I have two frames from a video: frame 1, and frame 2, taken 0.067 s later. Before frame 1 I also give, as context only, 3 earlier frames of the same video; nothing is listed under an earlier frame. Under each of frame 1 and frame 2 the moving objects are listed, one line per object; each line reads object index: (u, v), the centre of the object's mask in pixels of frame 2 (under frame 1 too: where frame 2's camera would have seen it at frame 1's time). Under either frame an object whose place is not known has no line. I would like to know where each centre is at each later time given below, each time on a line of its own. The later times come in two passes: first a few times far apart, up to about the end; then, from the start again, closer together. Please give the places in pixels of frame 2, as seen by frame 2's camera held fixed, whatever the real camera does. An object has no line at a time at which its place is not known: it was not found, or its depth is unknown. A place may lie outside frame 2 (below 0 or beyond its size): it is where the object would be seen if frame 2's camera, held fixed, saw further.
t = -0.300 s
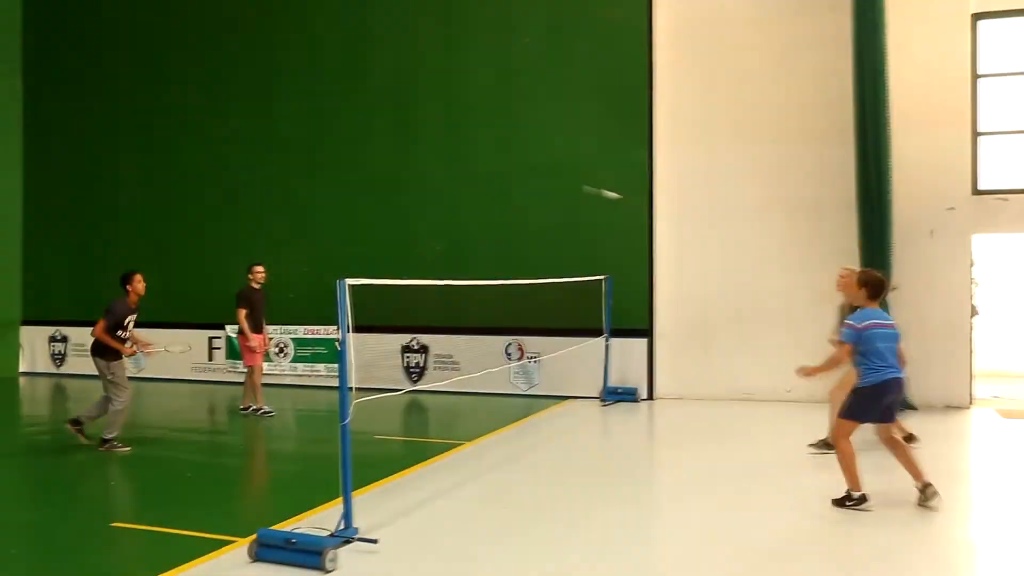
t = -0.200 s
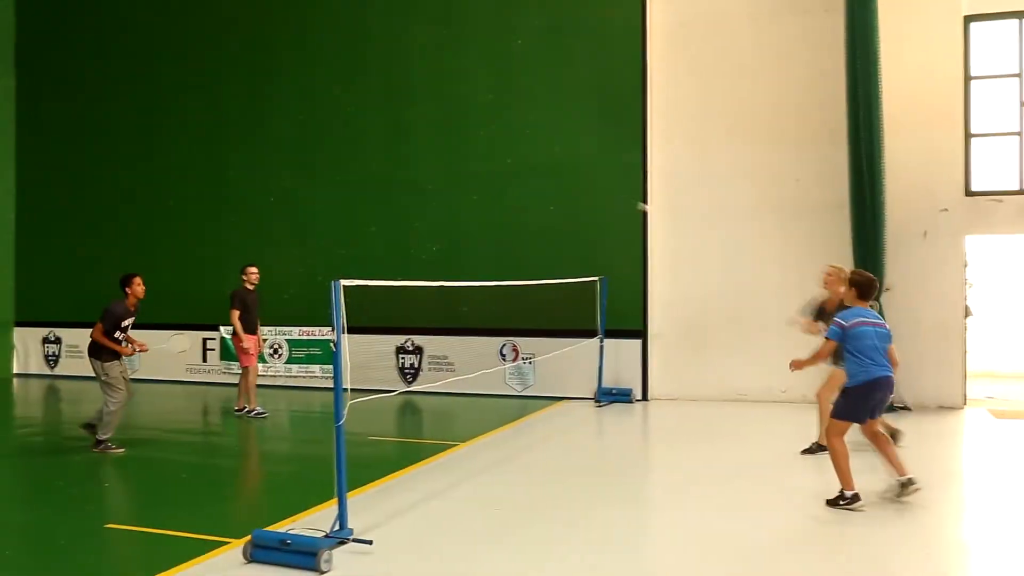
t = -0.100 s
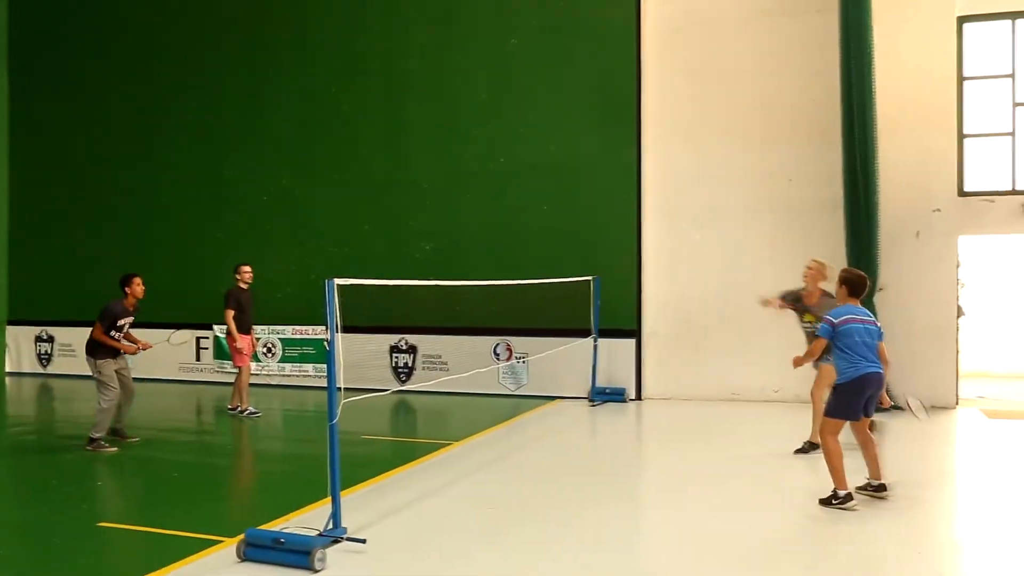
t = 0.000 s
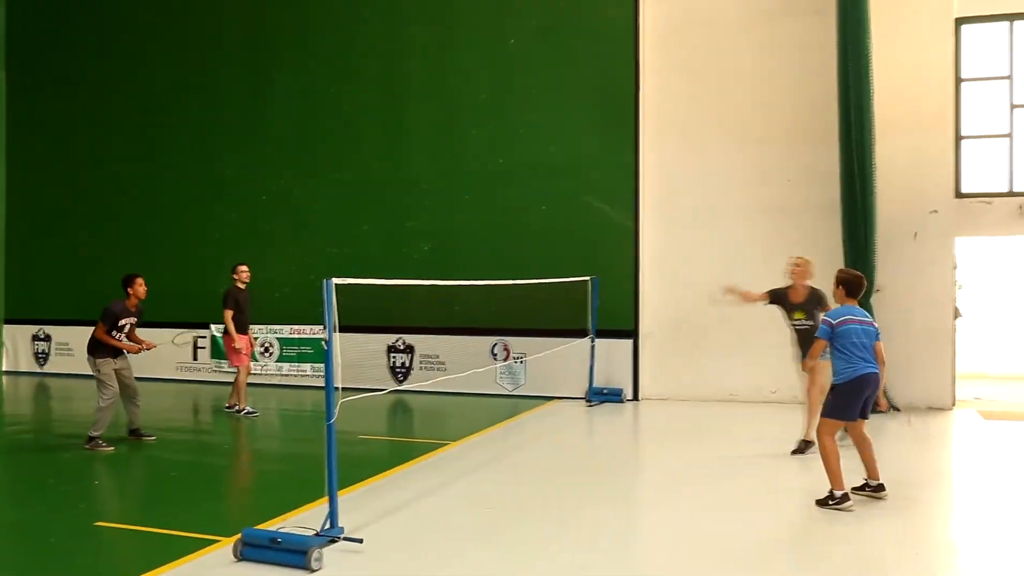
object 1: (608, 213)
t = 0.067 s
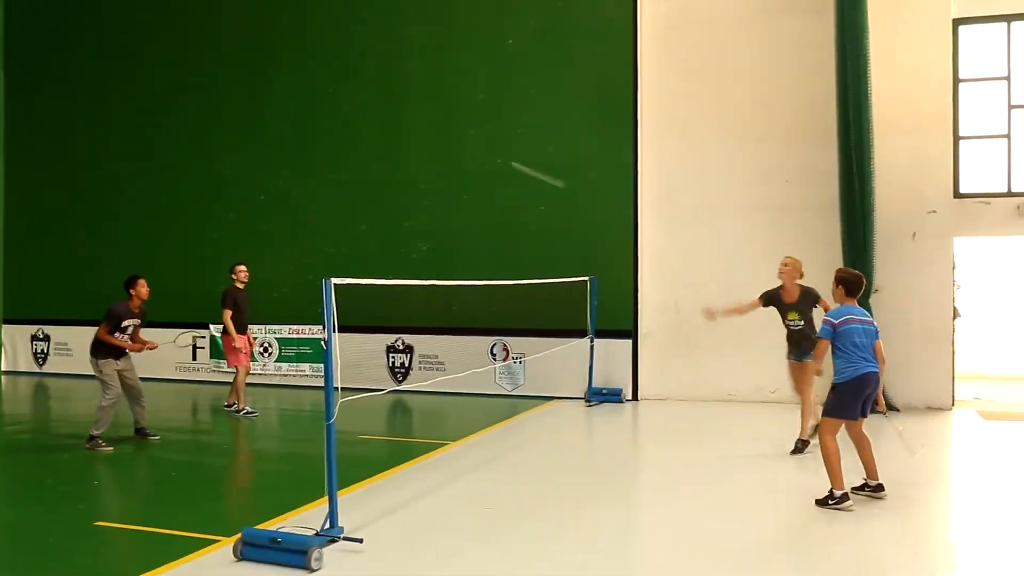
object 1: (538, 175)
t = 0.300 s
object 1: (298, 87)
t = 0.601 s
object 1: (147, 87)
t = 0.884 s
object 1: (74, 148)
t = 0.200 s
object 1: (366, 105)
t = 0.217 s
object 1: (364, 106)
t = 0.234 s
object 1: (344, 98)
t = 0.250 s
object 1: (330, 95)
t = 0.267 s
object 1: (314, 89)
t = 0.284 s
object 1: (301, 86)
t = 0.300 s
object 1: (298, 87)
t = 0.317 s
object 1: (274, 81)
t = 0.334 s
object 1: (273, 81)
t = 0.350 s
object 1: (260, 78)
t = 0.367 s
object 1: (250, 77)
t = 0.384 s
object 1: (248, 77)
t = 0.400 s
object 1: (229, 75)
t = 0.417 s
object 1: (226, 75)
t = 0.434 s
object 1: (214, 75)
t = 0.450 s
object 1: (208, 75)
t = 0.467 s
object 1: (199, 75)
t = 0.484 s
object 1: (191, 76)
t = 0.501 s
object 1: (188, 76)
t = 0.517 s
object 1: (178, 78)
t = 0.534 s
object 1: (174, 78)
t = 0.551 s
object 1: (165, 80)
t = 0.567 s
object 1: (159, 82)
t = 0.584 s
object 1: (156, 82)
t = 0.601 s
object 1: (147, 87)
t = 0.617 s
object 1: (144, 87)
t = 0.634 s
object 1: (138, 90)
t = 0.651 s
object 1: (132, 94)
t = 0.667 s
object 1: (126, 96)
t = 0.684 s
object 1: (122, 100)
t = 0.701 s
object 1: (118, 101)
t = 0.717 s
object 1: (111, 108)
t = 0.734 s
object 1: (109, 109)
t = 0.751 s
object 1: (104, 113)
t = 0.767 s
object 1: (101, 117)
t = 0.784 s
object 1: (96, 121)
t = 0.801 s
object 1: (93, 126)
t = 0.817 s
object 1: (89, 127)
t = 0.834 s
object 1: (84, 135)
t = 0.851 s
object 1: (81, 138)
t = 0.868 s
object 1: (78, 143)
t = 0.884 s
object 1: (74, 148)
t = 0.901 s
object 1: (72, 150)
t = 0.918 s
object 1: (68, 160)
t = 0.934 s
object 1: (65, 161)
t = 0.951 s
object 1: (62, 168)
